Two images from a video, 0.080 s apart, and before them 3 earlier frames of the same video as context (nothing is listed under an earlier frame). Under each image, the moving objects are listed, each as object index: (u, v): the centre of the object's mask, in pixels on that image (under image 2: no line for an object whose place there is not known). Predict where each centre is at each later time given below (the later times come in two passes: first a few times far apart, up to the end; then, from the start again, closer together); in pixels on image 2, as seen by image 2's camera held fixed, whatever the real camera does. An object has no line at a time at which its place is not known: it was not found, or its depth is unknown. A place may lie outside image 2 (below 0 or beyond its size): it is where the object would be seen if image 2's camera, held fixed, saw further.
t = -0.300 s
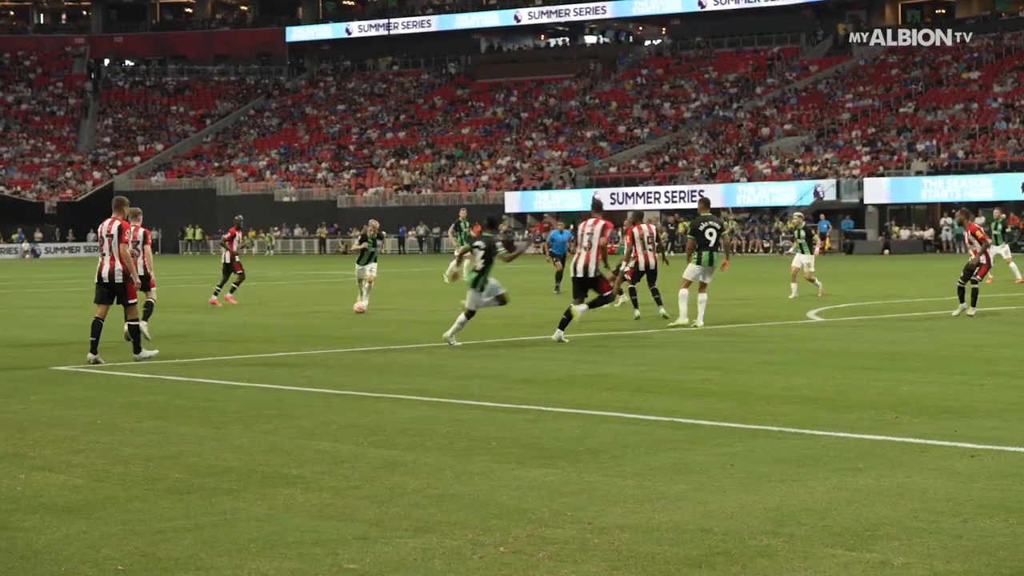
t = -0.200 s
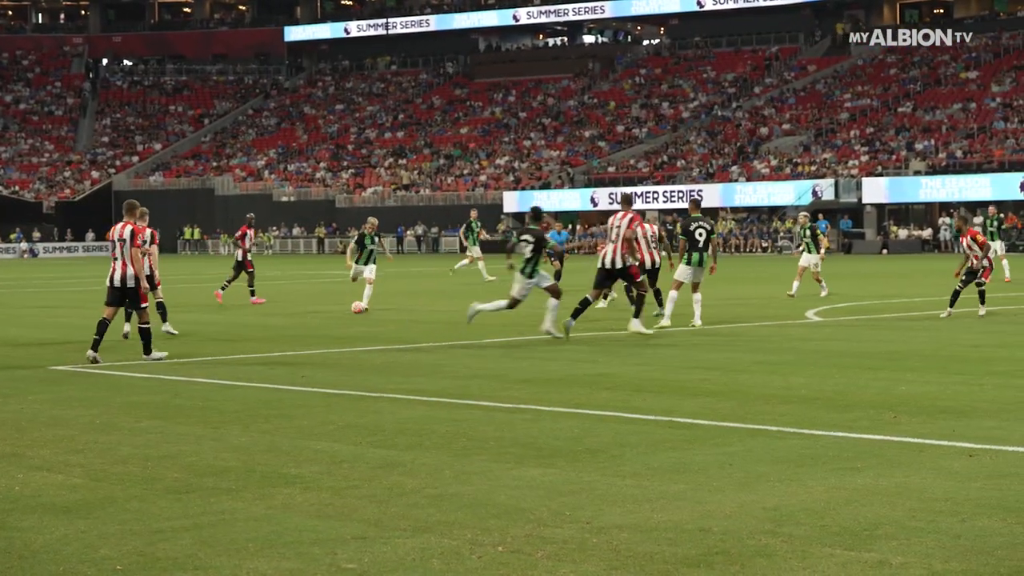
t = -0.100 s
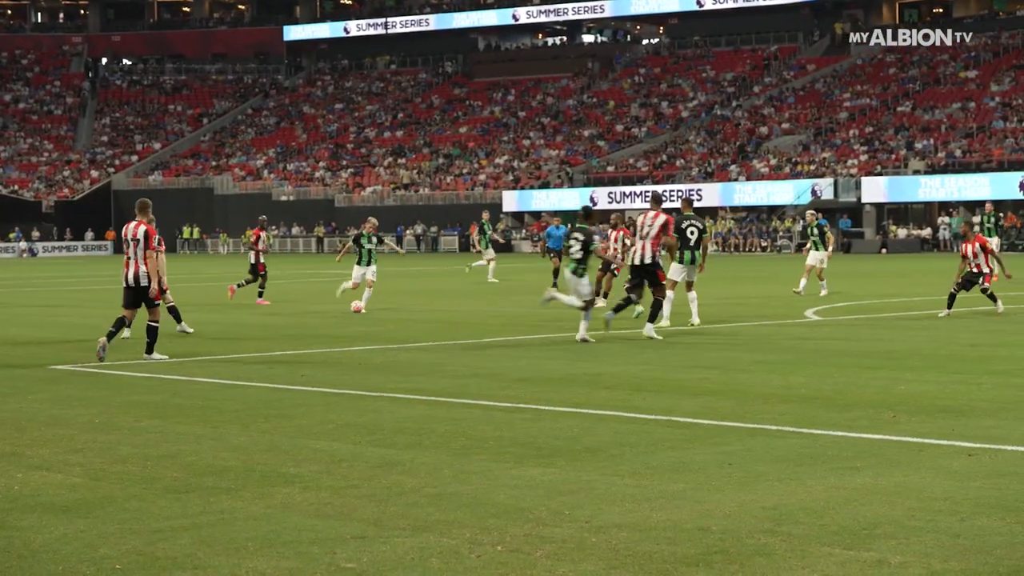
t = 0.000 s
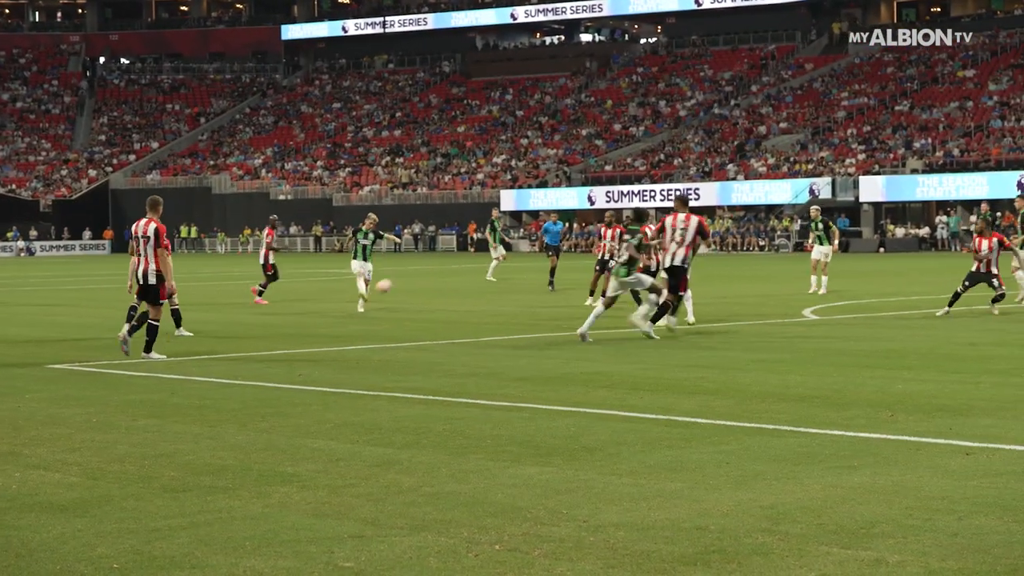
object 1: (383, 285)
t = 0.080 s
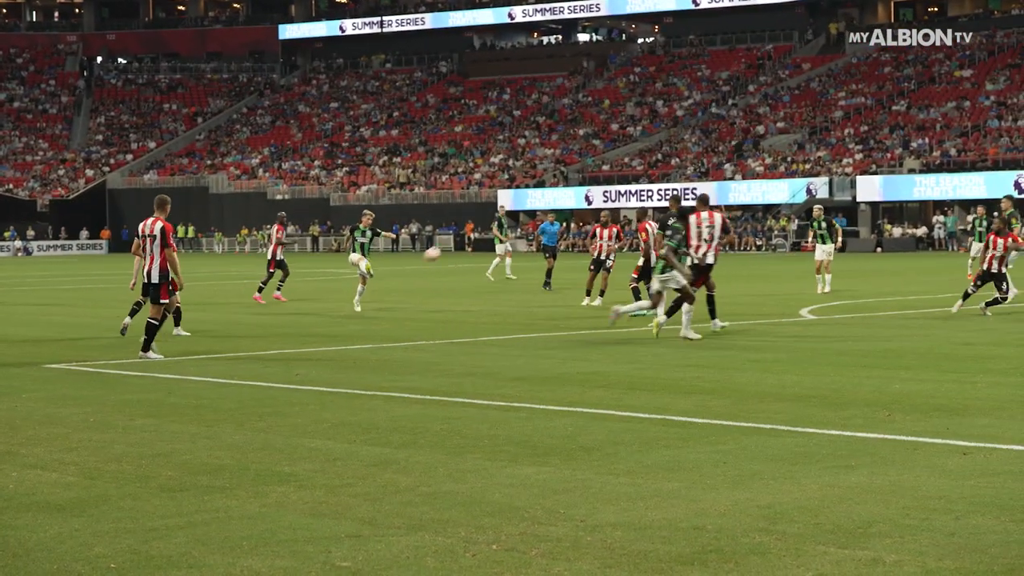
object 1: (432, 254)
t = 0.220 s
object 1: (528, 203)
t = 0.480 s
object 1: (726, 127)
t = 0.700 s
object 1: (914, 84)
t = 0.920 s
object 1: (1128, 71)
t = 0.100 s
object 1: (445, 245)
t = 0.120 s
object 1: (459, 238)
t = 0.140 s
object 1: (472, 230)
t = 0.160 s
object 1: (485, 224)
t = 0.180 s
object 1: (499, 217)
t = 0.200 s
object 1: (514, 210)
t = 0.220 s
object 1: (528, 203)
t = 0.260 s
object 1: (557, 189)
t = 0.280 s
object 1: (572, 182)
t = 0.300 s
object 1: (586, 177)
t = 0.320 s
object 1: (601, 171)
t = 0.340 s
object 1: (616, 164)
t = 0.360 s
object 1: (631, 159)
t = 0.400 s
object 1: (662, 148)
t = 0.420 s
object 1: (678, 142)
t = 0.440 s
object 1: (693, 137)
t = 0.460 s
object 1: (710, 132)
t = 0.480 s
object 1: (726, 127)
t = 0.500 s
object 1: (742, 122)
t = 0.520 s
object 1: (759, 118)
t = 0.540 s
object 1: (775, 113)
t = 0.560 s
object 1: (792, 109)
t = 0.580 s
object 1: (809, 105)
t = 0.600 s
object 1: (826, 101)
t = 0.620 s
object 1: (844, 97)
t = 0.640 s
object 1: (861, 94)
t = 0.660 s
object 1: (878, 91)
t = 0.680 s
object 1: (896, 87)
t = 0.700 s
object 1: (914, 84)
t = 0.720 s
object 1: (932, 83)
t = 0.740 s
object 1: (951, 80)
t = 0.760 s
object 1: (969, 78)
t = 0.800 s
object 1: (1007, 74)
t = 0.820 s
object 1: (1026, 73)
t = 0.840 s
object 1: (1045, 72)
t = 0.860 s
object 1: (1065, 71)
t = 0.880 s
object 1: (1085, 71)
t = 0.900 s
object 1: (1106, 71)
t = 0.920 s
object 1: (1128, 71)
